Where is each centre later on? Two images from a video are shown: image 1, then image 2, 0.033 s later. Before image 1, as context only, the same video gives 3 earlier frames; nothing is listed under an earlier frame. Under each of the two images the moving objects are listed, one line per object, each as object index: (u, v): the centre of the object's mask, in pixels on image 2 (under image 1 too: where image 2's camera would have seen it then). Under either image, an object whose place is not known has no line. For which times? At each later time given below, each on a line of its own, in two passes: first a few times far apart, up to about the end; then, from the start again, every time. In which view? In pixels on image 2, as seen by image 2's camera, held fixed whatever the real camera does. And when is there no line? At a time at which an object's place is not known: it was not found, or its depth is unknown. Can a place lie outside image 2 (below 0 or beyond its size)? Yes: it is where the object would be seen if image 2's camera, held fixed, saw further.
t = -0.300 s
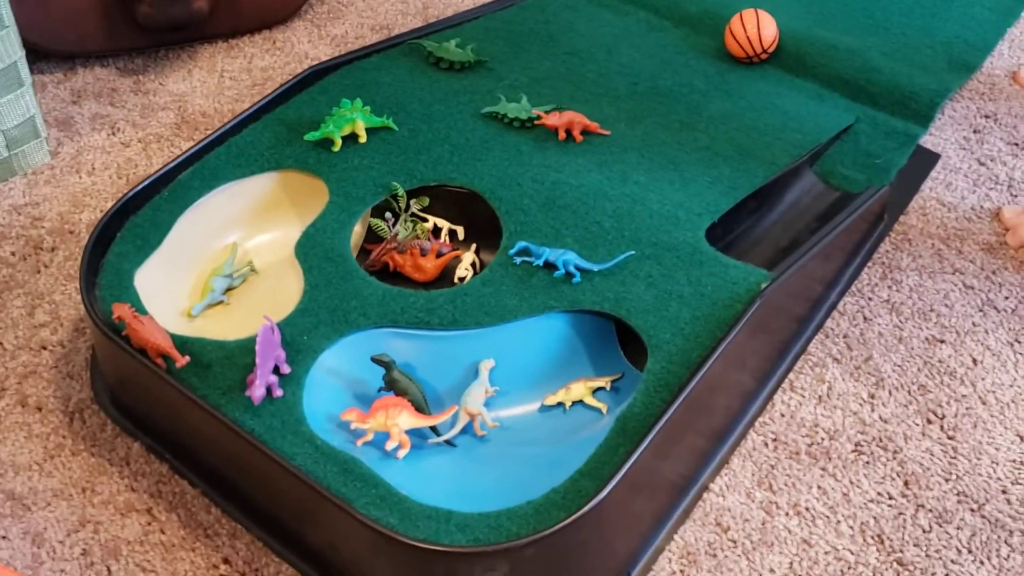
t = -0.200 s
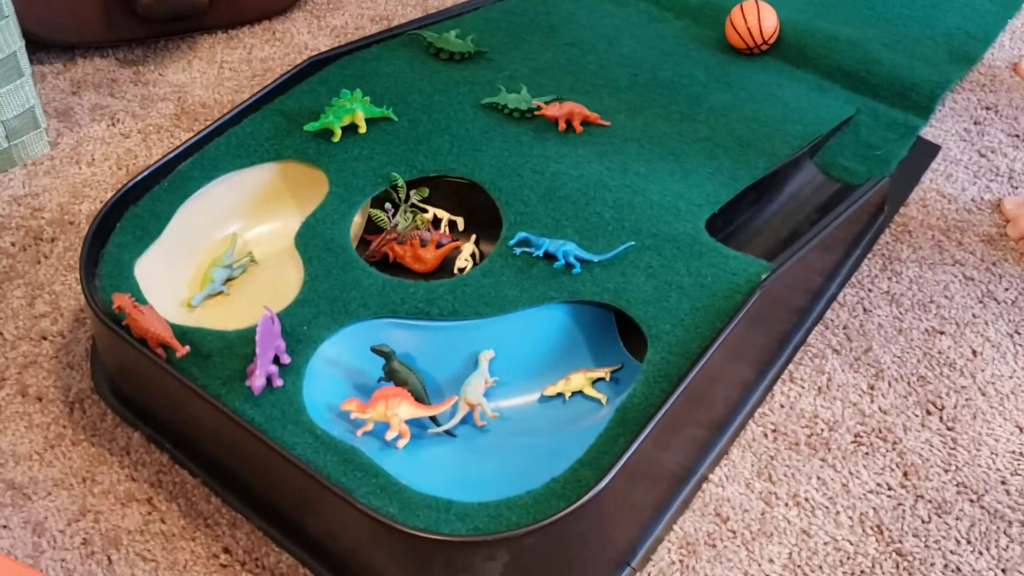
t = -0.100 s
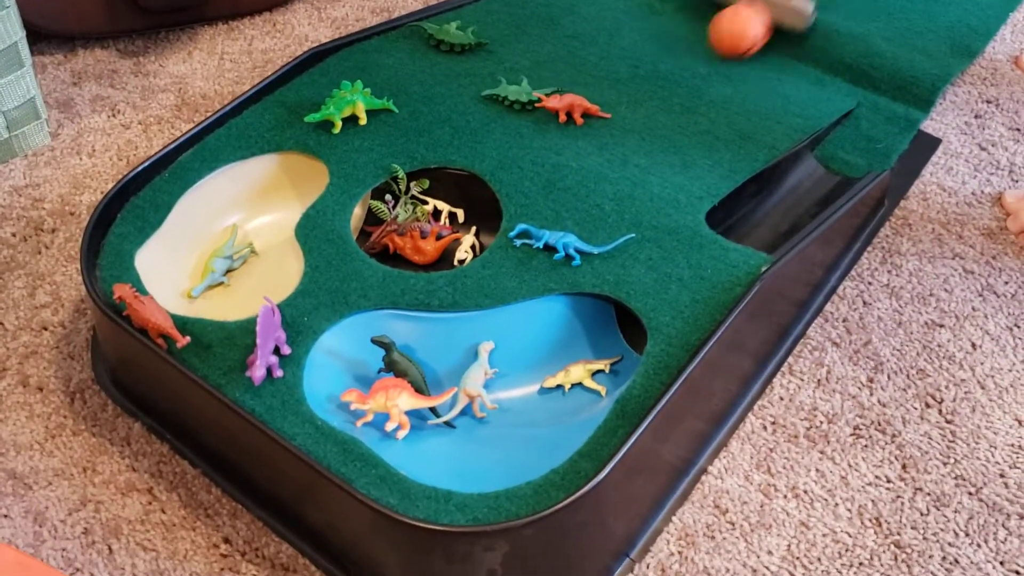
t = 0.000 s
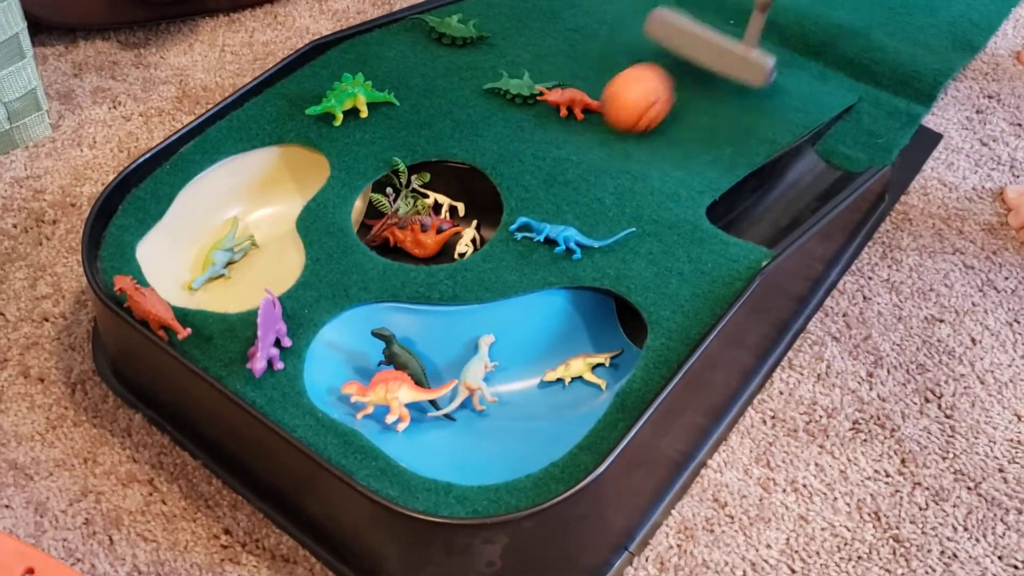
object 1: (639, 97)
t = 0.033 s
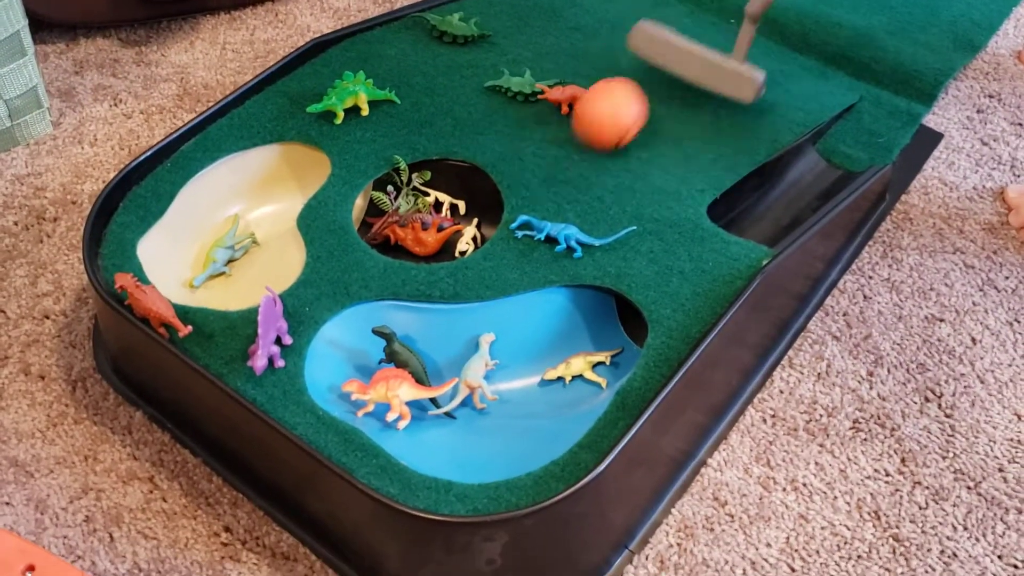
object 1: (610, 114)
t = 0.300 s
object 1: (347, 364)
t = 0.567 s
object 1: (546, 397)
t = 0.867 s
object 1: (591, 321)
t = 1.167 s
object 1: (561, 346)
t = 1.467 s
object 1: (563, 346)
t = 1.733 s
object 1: (562, 346)
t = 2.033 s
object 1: (562, 346)
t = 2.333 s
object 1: (563, 346)
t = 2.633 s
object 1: (563, 346)
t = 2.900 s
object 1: (562, 346)
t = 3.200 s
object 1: (562, 346)
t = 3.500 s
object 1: (562, 346)
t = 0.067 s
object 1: (577, 145)
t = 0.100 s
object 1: (541, 187)
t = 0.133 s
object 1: (504, 203)
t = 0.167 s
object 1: (461, 227)
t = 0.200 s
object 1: (415, 264)
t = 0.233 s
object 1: (372, 308)
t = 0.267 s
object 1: (333, 354)
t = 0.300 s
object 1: (347, 364)
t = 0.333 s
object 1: (366, 384)
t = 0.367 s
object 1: (387, 402)
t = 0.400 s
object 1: (414, 412)
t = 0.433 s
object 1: (441, 423)
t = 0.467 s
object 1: (467, 427)
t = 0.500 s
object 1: (502, 425)
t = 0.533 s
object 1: (526, 413)
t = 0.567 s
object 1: (546, 397)
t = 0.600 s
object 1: (560, 382)
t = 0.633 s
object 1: (569, 368)
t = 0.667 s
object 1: (577, 358)
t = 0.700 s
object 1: (580, 344)
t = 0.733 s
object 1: (582, 334)
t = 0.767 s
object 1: (584, 324)
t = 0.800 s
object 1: (588, 323)
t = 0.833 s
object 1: (590, 321)
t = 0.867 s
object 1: (591, 321)
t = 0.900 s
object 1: (590, 322)
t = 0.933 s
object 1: (589, 322)
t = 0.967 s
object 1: (588, 323)
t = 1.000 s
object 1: (586, 325)
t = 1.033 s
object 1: (582, 328)
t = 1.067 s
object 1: (577, 331)
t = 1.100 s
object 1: (570, 336)
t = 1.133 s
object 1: (564, 342)
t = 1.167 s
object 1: (561, 346)
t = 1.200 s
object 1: (562, 346)
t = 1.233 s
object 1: (562, 346)
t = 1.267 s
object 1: (562, 346)
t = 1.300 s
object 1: (563, 346)
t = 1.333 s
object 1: (563, 346)
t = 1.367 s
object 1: (563, 346)
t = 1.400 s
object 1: (563, 346)
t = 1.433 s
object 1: (563, 346)
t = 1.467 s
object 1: (563, 346)
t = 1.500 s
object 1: (563, 346)
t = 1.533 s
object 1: (563, 346)
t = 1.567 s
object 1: (563, 346)
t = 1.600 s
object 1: (563, 346)
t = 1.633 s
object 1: (563, 346)
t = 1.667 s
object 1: (563, 346)
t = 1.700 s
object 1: (562, 346)
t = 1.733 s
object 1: (562, 346)
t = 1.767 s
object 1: (563, 346)
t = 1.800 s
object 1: (563, 346)
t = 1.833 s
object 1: (562, 346)
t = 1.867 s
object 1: (563, 346)
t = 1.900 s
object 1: (563, 346)
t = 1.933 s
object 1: (563, 346)
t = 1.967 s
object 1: (563, 346)
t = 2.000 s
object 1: (563, 346)
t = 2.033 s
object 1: (562, 346)
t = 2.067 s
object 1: (562, 346)
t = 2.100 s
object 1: (562, 346)
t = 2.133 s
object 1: (562, 346)
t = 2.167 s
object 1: (562, 346)
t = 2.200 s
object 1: (562, 346)
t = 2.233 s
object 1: (563, 346)
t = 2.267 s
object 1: (563, 346)
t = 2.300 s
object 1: (562, 346)
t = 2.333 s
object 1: (563, 346)
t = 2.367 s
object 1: (563, 346)
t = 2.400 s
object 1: (563, 346)
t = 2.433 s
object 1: (563, 346)
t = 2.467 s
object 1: (562, 346)
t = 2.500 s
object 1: (562, 346)
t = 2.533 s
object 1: (563, 346)
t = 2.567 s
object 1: (563, 346)
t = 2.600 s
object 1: (563, 346)
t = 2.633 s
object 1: (563, 346)
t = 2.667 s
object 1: (563, 346)
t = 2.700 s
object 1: (563, 346)
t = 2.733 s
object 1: (563, 346)
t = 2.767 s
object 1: (562, 346)
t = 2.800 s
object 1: (562, 346)
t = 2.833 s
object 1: (562, 346)
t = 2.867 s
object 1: (562, 346)
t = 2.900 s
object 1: (562, 346)
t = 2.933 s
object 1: (562, 346)
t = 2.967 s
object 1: (562, 347)
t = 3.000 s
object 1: (562, 347)
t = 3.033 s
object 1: (562, 347)
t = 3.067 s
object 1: (562, 347)
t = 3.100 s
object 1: (562, 346)
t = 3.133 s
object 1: (562, 346)
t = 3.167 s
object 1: (562, 346)
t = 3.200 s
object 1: (562, 346)
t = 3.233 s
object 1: (562, 346)
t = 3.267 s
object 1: (562, 347)
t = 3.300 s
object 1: (562, 347)
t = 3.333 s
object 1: (563, 347)
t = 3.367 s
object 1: (563, 347)
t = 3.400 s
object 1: (562, 347)
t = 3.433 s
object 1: (563, 346)
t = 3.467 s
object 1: (563, 346)
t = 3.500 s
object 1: (562, 346)
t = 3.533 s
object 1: (562, 347)
